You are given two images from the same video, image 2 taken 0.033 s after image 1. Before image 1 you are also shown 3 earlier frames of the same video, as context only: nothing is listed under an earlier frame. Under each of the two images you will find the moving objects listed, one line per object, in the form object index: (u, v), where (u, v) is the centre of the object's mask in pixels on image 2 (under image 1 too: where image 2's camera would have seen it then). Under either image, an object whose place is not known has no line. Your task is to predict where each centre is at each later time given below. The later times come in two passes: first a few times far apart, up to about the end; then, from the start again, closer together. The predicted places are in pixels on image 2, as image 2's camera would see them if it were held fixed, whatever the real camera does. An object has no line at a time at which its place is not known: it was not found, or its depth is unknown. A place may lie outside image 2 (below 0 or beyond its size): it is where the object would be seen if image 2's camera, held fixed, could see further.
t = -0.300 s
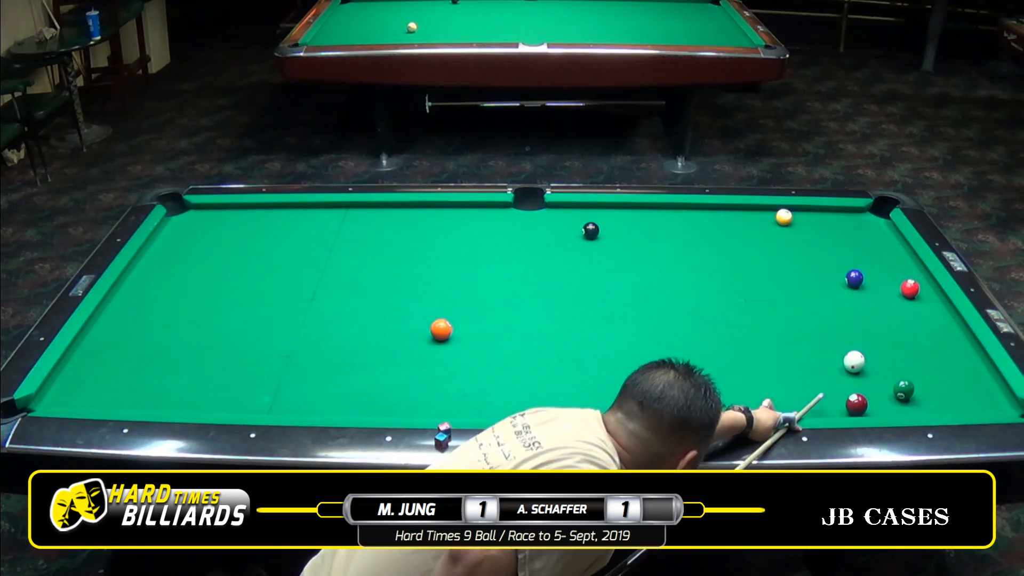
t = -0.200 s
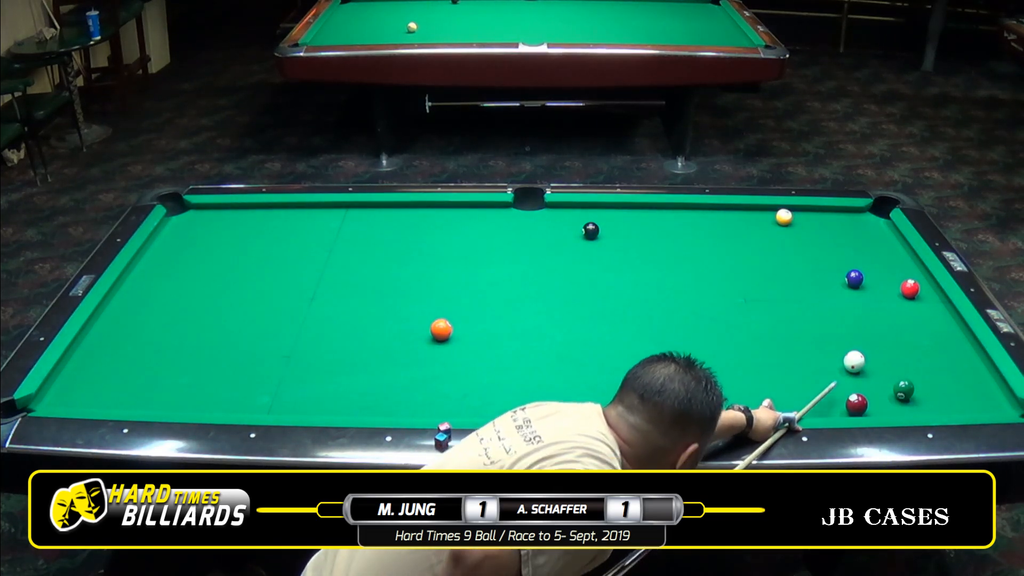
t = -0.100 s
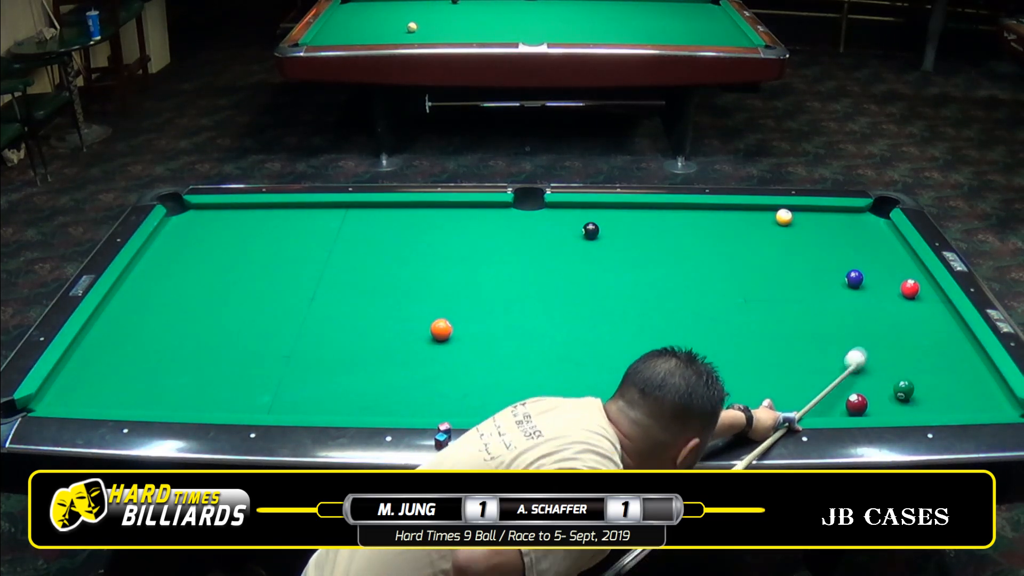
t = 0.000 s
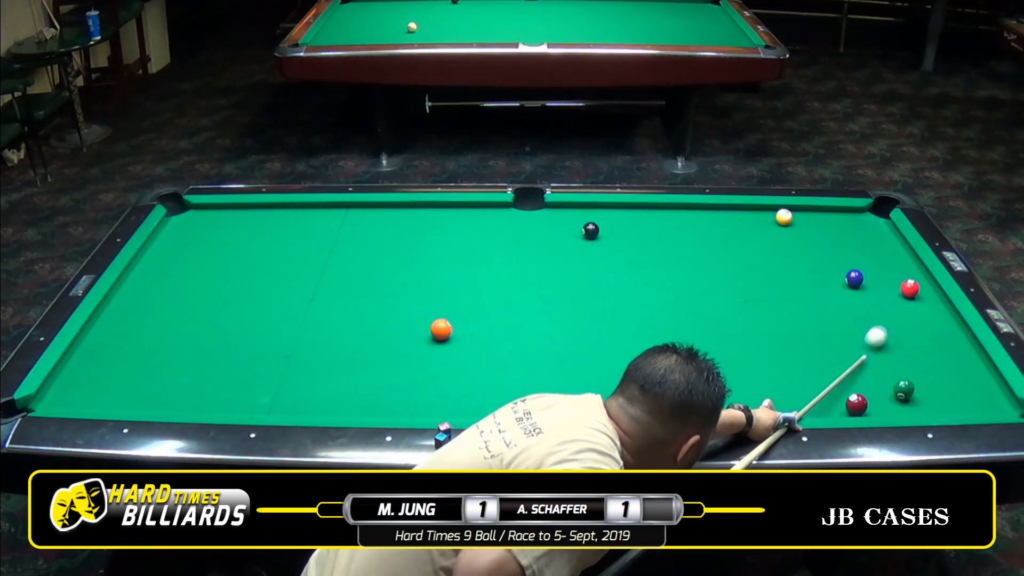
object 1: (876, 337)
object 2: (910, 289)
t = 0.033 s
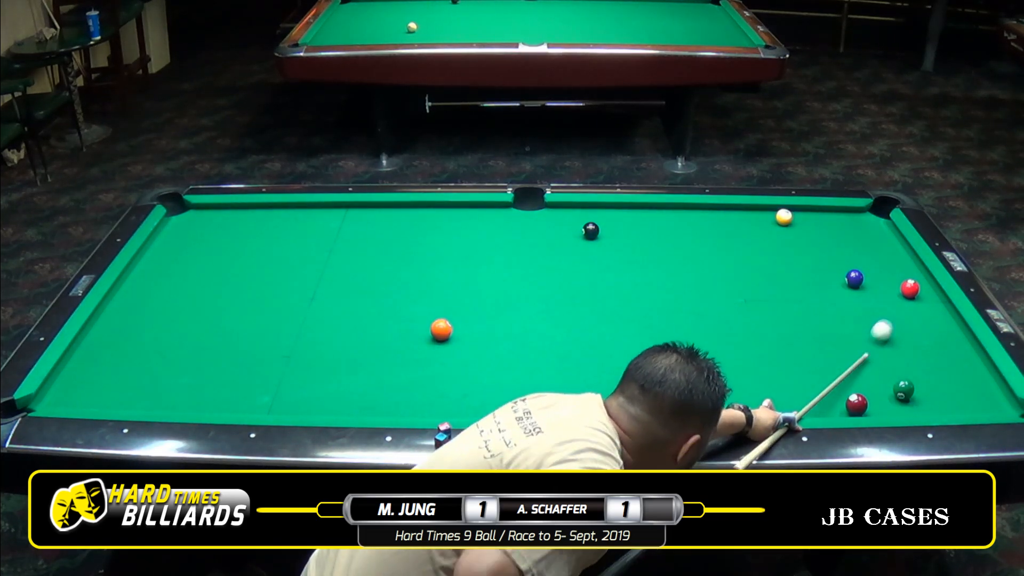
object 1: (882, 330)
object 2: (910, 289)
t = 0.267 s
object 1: (915, 298)
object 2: (909, 285)
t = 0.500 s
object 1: (931, 298)
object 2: (899, 265)
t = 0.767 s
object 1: (908, 303)
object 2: (890, 244)
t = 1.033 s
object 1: (887, 307)
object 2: (881, 226)
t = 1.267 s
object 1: (868, 311)
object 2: (875, 212)
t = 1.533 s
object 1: (848, 315)
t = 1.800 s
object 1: (830, 319)
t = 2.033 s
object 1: (814, 322)
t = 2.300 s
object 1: (798, 326)
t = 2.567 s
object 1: (784, 329)
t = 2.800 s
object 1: (773, 331)
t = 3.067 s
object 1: (761, 334)
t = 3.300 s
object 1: (753, 336)
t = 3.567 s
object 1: (746, 338)
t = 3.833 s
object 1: (740, 339)
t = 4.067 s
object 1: (736, 340)
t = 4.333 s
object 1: (733, 341)
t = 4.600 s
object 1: (733, 342)
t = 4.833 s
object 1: (733, 342)
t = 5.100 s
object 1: (733, 342)
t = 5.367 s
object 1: (733, 342)
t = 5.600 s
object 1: (733, 342)
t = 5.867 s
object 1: (733, 342)
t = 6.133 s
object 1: (733, 342)
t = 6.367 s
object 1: (733, 342)
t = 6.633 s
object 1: (733, 342)
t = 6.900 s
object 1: (733, 342)
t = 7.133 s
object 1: (733, 342)
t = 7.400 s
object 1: (733, 342)
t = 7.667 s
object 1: (733, 342)
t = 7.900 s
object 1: (733, 342)
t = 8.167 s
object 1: (733, 342)
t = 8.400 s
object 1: (733, 342)
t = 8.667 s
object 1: (733, 342)
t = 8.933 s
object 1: (733, 342)
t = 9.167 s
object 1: (733, 342)
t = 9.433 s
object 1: (733, 342)
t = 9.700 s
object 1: (733, 342)
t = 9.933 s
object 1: (733, 342)
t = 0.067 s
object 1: (887, 325)
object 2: (910, 289)
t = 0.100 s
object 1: (892, 320)
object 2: (910, 289)
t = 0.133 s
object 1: (897, 315)
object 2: (910, 289)
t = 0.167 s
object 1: (901, 310)
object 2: (910, 289)
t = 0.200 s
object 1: (906, 305)
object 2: (910, 288)
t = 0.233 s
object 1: (910, 301)
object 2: (910, 286)
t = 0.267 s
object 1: (915, 298)
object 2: (909, 285)
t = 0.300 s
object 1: (921, 298)
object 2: (908, 283)
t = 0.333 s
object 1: (927, 297)
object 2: (906, 280)
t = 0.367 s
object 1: (933, 297)
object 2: (905, 276)
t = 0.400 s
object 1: (938, 297)
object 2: (903, 274)
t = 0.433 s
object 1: (937, 297)
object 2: (902, 271)
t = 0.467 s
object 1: (934, 298)
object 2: (901, 268)
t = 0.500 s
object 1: (931, 298)
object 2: (899, 265)
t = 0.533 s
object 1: (928, 299)
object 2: (898, 263)
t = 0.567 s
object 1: (925, 299)
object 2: (897, 260)
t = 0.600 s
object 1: (922, 300)
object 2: (896, 257)
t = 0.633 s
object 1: (920, 300)
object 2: (895, 255)
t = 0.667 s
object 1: (917, 301)
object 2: (893, 252)
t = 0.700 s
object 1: (914, 302)
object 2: (892, 249)
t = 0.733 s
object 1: (911, 302)
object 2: (891, 247)
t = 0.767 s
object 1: (908, 303)
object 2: (890, 244)
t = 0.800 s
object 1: (906, 303)
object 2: (889, 242)
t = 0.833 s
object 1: (903, 304)
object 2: (888, 240)
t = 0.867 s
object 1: (900, 305)
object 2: (886, 237)
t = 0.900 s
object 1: (897, 305)
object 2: (886, 235)
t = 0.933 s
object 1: (895, 306)
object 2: (884, 233)
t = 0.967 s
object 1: (892, 306)
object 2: (883, 230)
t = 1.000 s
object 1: (889, 307)
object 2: (882, 228)
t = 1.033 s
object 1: (887, 307)
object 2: (881, 226)
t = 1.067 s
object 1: (884, 308)
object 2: (880, 224)
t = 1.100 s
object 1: (881, 308)
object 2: (879, 222)
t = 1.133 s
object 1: (879, 309)
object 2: (878, 220)
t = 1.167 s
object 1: (876, 309)
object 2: (877, 218)
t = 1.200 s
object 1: (874, 310)
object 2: (876, 216)
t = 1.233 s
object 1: (871, 311)
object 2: (875, 214)
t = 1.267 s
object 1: (868, 311)
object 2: (875, 212)
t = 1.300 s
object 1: (866, 312)
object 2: (873, 210)
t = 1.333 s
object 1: (863, 312)
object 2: (874, 209)
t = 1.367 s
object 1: (861, 313)
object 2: (877, 209)
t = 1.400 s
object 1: (858, 313)
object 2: (879, 209)
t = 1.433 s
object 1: (856, 314)
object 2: (881, 209)
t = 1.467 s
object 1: (853, 314)
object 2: (883, 210)
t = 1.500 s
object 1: (851, 315)
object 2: (884, 211)
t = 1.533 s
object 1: (848, 315)
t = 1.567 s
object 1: (846, 316)
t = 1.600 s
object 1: (844, 316)
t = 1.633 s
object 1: (841, 317)
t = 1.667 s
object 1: (839, 317)
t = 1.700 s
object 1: (836, 318)
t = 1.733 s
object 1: (834, 318)
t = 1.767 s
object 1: (832, 319)
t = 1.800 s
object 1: (830, 319)
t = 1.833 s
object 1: (827, 320)
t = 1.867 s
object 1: (825, 320)
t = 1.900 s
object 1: (823, 320)
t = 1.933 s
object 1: (821, 321)
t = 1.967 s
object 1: (818, 321)
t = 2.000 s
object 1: (816, 322)
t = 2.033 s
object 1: (814, 322)
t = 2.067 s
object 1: (812, 323)
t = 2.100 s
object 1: (810, 323)
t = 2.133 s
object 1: (808, 324)
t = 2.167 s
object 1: (806, 324)
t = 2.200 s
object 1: (804, 324)
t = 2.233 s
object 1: (802, 325)
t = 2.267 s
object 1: (800, 325)
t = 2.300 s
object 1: (798, 326)
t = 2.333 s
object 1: (796, 326)
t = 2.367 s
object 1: (794, 327)
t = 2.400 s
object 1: (793, 327)
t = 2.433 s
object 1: (791, 327)
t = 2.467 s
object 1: (789, 328)
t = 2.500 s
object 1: (787, 328)
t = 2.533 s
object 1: (785, 328)
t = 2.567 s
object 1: (784, 329)
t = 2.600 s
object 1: (782, 329)
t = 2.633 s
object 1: (781, 330)
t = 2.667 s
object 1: (779, 330)
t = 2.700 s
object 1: (777, 330)
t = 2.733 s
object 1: (776, 331)
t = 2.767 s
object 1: (774, 331)
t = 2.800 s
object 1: (773, 331)
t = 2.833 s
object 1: (771, 332)
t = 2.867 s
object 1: (770, 332)
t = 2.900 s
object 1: (768, 332)
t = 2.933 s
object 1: (767, 333)
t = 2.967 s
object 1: (765, 333)
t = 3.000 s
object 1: (764, 333)
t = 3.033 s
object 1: (763, 334)
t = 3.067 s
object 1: (761, 334)
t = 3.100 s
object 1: (760, 334)
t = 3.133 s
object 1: (759, 335)
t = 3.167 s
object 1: (758, 335)
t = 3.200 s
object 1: (757, 335)
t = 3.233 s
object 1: (755, 335)
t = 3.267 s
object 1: (754, 336)
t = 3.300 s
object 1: (753, 336)
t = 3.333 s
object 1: (752, 336)
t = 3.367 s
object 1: (751, 337)
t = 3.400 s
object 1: (750, 337)
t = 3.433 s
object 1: (749, 337)
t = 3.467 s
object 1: (748, 337)
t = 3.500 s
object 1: (747, 338)
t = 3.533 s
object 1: (746, 338)
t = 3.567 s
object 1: (746, 338)
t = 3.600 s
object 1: (745, 338)
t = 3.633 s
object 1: (744, 339)
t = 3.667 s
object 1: (743, 339)
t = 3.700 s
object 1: (742, 339)
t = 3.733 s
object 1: (742, 339)
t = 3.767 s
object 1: (741, 339)
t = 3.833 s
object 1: (740, 339)
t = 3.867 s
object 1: (740, 340)
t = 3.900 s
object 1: (739, 340)
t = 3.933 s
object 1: (738, 340)
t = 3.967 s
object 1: (738, 340)
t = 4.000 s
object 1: (737, 340)
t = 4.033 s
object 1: (737, 340)
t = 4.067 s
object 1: (736, 340)
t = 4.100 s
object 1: (736, 340)
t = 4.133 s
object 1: (735, 340)
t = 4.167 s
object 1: (735, 341)
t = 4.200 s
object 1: (735, 341)
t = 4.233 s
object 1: (734, 341)
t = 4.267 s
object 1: (734, 341)
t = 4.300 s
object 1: (734, 341)
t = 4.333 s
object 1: (733, 341)
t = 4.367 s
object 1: (733, 341)
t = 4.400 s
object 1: (733, 341)
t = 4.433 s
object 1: (733, 341)
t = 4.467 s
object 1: (733, 341)
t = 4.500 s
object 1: (733, 342)
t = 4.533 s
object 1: (733, 342)
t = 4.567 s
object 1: (733, 342)
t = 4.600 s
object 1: (733, 342)
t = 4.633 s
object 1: (733, 342)
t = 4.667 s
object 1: (733, 342)
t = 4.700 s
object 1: (733, 342)
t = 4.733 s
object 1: (733, 342)
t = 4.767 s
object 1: (733, 342)
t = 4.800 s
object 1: (733, 342)
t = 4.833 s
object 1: (733, 342)
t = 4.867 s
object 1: (733, 342)
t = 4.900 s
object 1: (733, 342)
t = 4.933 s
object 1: (733, 342)
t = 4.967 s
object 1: (733, 342)
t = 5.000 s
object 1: (733, 342)
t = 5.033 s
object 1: (733, 342)
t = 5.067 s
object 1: (733, 342)
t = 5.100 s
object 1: (733, 342)
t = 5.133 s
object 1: (733, 342)
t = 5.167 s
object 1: (733, 342)
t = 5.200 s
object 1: (733, 342)
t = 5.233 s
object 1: (733, 342)
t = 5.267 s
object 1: (733, 342)
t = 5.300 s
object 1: (733, 342)
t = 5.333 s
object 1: (733, 342)
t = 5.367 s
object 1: (733, 342)
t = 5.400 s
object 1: (733, 342)
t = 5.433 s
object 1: (733, 342)
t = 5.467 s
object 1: (733, 342)
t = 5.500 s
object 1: (733, 342)
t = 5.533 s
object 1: (733, 342)
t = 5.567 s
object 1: (733, 342)
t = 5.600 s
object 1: (733, 342)
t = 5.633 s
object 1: (733, 342)
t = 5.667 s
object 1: (733, 342)
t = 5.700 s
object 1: (733, 342)
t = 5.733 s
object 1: (733, 342)
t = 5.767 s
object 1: (733, 342)
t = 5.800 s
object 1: (733, 342)
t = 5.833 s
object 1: (733, 342)
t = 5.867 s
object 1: (733, 342)
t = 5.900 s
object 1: (733, 342)
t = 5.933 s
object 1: (733, 342)
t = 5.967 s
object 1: (733, 342)
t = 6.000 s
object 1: (733, 342)
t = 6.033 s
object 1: (733, 342)
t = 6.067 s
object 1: (733, 342)
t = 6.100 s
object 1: (733, 342)
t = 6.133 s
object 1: (733, 342)
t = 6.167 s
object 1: (733, 342)
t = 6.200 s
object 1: (733, 342)
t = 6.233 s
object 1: (733, 342)
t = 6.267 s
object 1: (733, 342)
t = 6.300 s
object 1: (733, 342)
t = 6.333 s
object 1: (733, 342)
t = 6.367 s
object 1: (733, 342)
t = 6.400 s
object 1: (733, 342)
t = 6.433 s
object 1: (733, 342)
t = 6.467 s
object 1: (733, 342)
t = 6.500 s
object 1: (733, 342)
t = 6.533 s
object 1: (733, 342)
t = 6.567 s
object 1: (733, 342)
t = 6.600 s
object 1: (733, 342)
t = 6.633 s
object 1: (733, 342)
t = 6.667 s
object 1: (733, 342)
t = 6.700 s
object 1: (733, 342)
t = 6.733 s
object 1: (733, 342)
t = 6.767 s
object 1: (733, 342)
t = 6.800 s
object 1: (733, 342)
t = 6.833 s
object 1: (733, 342)
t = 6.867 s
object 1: (733, 342)
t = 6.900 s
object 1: (733, 342)
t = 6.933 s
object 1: (733, 342)
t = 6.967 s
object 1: (733, 342)
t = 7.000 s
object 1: (733, 342)
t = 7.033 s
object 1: (733, 342)
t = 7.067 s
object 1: (733, 342)
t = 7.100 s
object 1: (733, 342)
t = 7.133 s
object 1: (733, 342)
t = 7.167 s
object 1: (733, 342)
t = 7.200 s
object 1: (733, 342)
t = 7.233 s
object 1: (733, 342)
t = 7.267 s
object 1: (733, 342)
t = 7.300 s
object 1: (733, 342)
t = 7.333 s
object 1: (733, 342)
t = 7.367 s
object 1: (733, 342)
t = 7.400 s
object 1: (733, 342)
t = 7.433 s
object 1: (733, 342)
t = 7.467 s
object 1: (733, 342)
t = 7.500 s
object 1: (733, 342)
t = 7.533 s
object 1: (733, 342)
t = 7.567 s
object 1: (733, 342)
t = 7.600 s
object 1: (733, 342)
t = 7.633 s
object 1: (733, 342)
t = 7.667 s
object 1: (733, 342)
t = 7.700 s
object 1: (733, 342)
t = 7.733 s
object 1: (733, 342)
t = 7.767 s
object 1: (733, 342)
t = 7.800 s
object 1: (733, 342)
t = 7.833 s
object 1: (733, 342)
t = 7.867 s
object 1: (733, 342)
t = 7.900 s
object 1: (733, 342)
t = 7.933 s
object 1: (733, 342)
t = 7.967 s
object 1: (733, 342)
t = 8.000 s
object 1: (733, 342)
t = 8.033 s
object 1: (733, 342)
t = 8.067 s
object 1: (733, 342)
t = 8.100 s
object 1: (733, 342)
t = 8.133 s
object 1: (733, 342)
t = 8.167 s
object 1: (733, 342)
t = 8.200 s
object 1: (733, 342)
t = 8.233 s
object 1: (733, 342)
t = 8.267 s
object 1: (733, 342)
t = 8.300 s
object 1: (733, 342)
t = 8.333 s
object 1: (733, 342)
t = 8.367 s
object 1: (733, 342)
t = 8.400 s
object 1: (733, 342)
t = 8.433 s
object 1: (733, 342)
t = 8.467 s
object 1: (733, 342)
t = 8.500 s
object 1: (733, 342)
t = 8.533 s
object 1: (733, 342)
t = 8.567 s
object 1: (733, 342)
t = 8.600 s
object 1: (733, 342)
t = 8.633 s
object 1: (733, 342)
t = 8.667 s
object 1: (733, 342)
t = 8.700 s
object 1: (733, 342)
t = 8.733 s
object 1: (733, 342)
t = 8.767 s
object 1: (733, 342)
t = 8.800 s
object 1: (733, 342)
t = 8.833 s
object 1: (733, 342)
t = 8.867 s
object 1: (733, 342)
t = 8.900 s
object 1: (733, 342)
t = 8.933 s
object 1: (733, 342)
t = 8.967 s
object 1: (733, 342)
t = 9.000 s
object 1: (733, 342)
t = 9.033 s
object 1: (733, 342)
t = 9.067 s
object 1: (733, 342)
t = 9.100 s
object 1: (733, 342)
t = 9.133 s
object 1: (733, 342)
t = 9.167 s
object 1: (733, 342)
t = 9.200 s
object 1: (733, 342)
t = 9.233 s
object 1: (733, 342)
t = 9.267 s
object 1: (733, 342)
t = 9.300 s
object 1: (733, 342)
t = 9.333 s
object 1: (733, 342)
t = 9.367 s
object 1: (733, 342)
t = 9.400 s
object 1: (733, 342)
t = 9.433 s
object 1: (733, 342)
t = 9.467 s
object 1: (733, 342)
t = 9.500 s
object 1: (733, 342)
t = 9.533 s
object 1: (733, 342)
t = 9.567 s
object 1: (733, 342)
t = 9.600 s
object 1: (733, 342)
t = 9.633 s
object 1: (733, 342)
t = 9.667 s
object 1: (733, 342)
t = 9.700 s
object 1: (733, 342)
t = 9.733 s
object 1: (733, 342)
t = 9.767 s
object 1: (733, 342)
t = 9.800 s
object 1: (733, 342)
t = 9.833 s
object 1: (733, 342)
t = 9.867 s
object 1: (733, 342)
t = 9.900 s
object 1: (733, 342)
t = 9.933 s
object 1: (733, 342)
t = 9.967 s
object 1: (733, 342)
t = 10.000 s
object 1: (733, 342)
